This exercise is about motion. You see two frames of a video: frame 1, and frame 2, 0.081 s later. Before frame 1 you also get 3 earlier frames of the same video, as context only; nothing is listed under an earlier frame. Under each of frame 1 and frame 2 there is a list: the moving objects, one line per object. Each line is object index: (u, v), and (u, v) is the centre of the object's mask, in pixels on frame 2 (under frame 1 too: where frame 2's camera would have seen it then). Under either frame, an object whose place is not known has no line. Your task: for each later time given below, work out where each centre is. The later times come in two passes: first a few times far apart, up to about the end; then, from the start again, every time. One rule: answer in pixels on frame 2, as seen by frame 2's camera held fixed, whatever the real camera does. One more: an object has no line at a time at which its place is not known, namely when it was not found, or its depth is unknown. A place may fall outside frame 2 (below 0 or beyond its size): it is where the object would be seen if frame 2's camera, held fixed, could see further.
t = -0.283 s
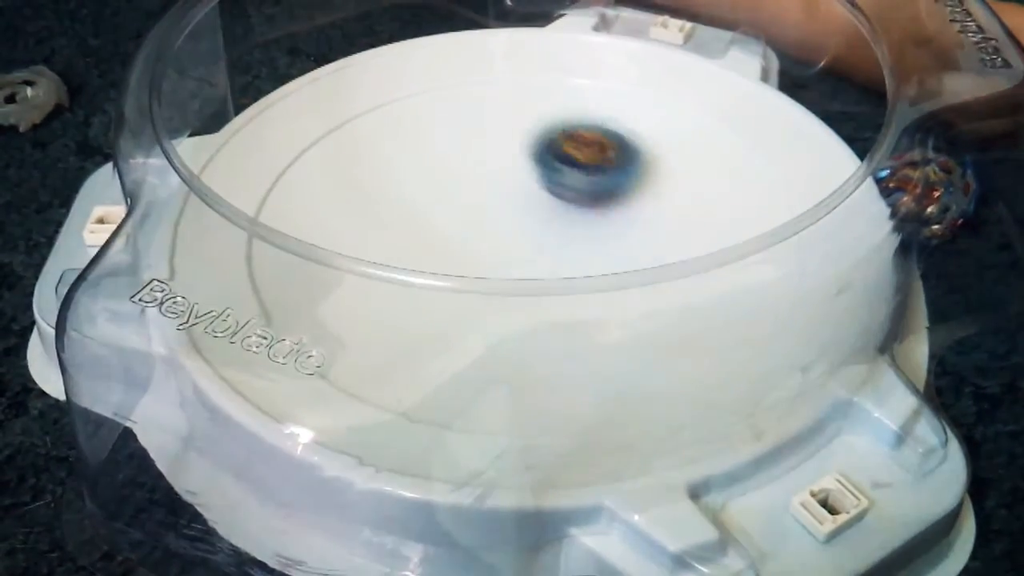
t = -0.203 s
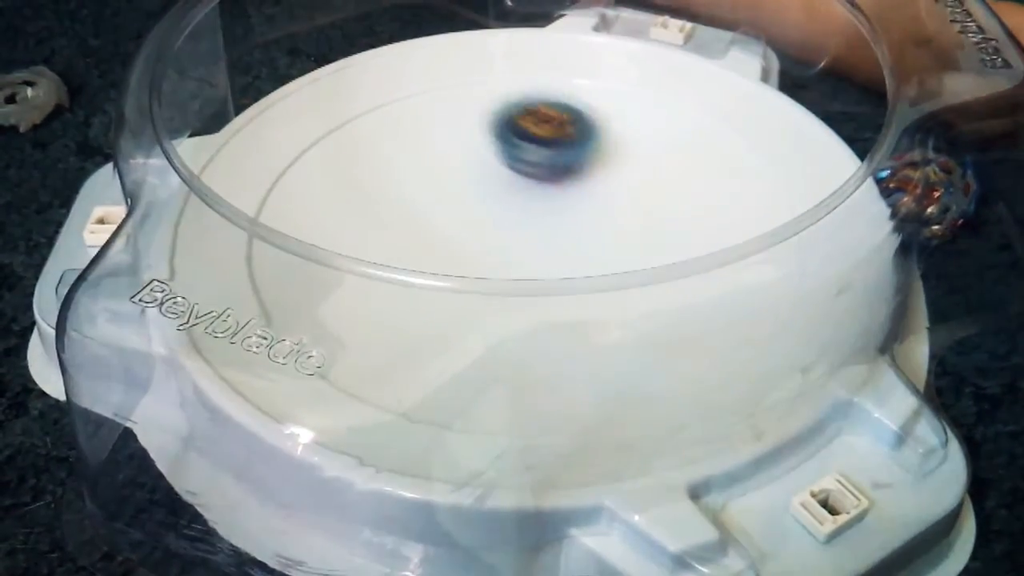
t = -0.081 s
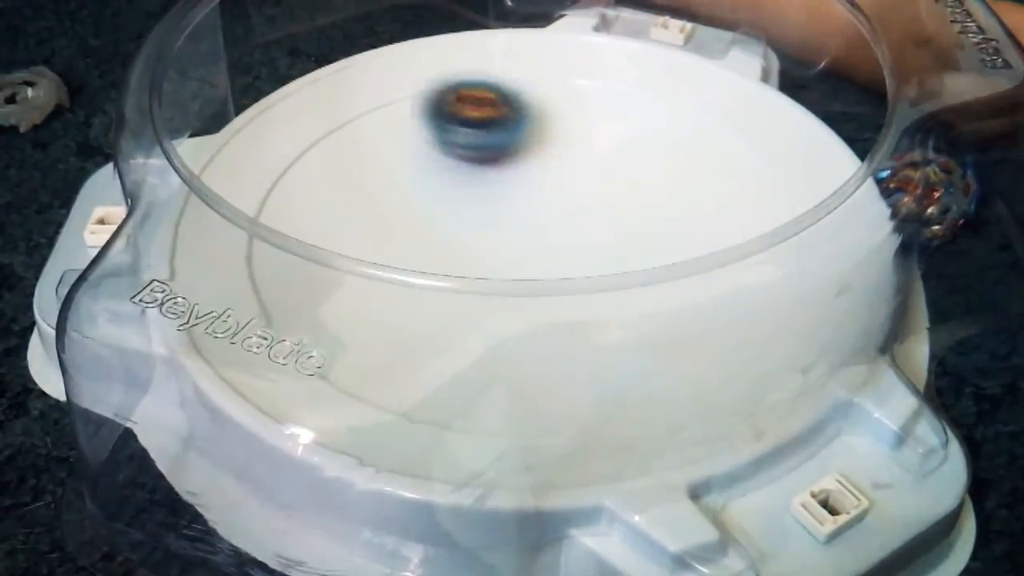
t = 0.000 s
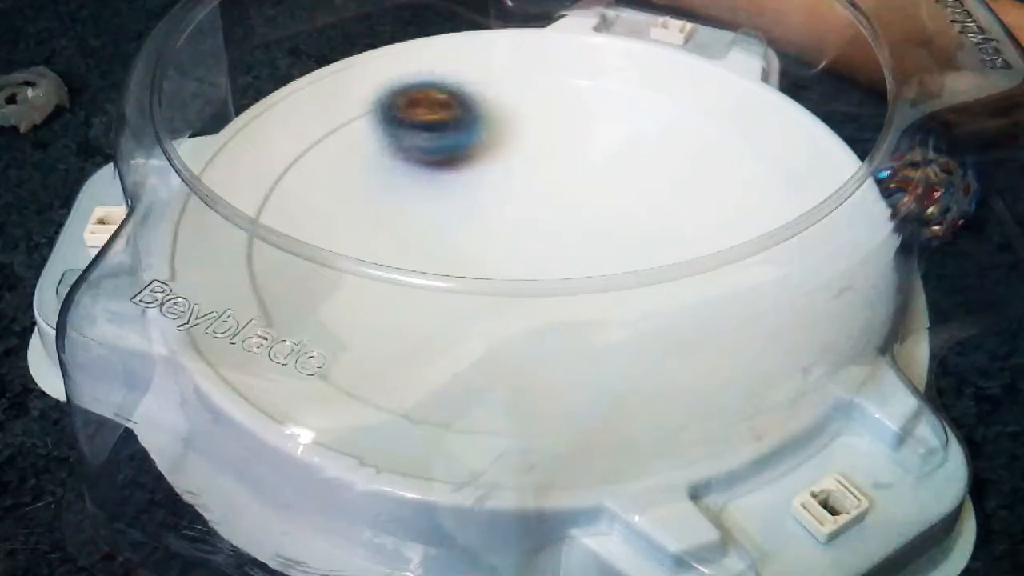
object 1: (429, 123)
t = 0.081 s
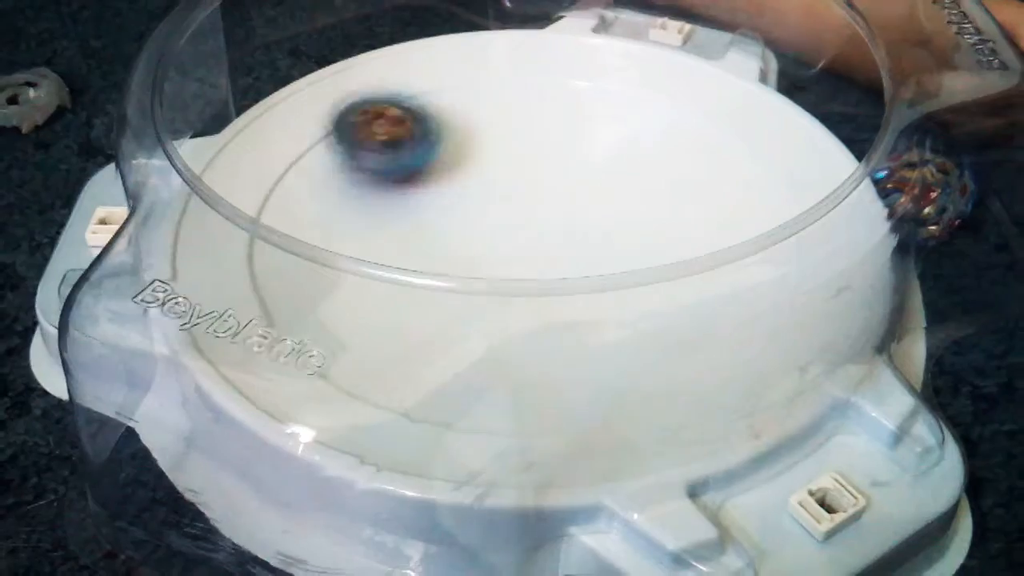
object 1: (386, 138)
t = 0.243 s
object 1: (370, 213)
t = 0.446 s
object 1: (519, 277)
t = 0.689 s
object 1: (683, 222)
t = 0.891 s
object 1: (682, 142)
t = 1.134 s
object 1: (494, 153)
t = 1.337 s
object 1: (419, 231)
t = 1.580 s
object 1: (480, 333)
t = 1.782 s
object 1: (620, 305)
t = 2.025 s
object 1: (609, 189)
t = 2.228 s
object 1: (514, 136)
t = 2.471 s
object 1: (388, 153)
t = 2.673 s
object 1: (411, 234)
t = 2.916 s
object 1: (590, 265)
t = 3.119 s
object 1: (685, 208)
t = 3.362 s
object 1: (621, 138)
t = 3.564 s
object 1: (493, 167)
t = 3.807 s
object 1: (422, 242)
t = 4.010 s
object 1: (488, 330)
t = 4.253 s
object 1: (615, 264)
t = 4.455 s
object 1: (589, 182)
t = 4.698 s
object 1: (485, 132)
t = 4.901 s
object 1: (395, 185)
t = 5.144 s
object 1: (500, 251)
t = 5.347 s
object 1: (628, 242)
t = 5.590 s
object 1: (674, 178)
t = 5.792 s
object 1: (568, 158)
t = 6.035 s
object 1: (443, 208)
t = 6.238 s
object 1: (418, 273)
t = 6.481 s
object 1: (547, 300)
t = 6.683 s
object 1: (601, 225)
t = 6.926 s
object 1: (554, 145)
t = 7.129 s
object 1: (466, 133)
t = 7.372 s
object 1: (442, 216)
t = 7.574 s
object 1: (535, 266)
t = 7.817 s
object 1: (664, 246)
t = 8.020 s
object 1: (648, 190)
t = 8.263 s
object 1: (515, 180)
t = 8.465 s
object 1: (421, 209)
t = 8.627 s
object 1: (410, 265)
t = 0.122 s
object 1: (370, 153)
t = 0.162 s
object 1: (361, 171)
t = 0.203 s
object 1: (360, 193)
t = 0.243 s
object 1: (370, 213)
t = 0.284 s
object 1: (389, 229)
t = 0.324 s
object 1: (414, 240)
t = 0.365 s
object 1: (449, 263)
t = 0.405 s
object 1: (484, 272)
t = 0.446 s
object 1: (519, 277)
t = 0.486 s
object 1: (556, 277)
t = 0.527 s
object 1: (587, 271)
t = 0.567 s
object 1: (617, 262)
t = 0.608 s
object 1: (640, 240)
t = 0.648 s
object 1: (664, 231)
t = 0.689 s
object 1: (683, 222)
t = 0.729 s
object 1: (697, 206)
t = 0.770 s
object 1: (703, 189)
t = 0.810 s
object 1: (702, 172)
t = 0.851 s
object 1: (696, 156)
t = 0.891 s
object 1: (682, 142)
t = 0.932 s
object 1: (662, 131)
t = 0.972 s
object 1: (636, 125)
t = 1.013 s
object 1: (578, 126)
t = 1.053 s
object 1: (547, 132)
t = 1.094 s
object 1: (521, 141)
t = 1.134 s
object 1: (494, 153)
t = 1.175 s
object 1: (472, 167)
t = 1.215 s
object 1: (452, 183)
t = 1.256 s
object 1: (436, 200)
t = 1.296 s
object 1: (425, 218)
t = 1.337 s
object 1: (419, 231)
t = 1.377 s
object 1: (417, 241)
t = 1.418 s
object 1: (418, 264)
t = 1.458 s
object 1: (424, 290)
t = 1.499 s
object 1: (434, 302)
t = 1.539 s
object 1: (454, 325)
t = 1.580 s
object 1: (480, 333)
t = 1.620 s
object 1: (510, 337)
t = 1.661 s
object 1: (539, 337)
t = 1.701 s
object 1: (573, 334)
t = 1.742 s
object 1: (602, 327)
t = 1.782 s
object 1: (620, 305)
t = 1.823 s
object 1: (634, 288)
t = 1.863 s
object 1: (636, 262)
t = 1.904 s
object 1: (638, 236)
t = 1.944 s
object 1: (633, 224)
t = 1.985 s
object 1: (622, 205)
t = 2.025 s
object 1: (609, 189)
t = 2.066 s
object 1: (592, 175)
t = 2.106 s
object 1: (575, 162)
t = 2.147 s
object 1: (554, 151)
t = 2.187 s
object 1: (534, 142)
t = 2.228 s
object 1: (514, 136)
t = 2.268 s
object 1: (492, 131)
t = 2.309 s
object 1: (469, 129)
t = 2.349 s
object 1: (447, 130)
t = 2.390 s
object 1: (426, 134)
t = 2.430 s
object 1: (406, 141)
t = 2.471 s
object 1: (388, 153)
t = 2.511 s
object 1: (377, 169)
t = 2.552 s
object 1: (374, 186)
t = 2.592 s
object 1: (379, 205)
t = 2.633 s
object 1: (391, 222)
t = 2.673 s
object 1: (411, 234)
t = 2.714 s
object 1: (437, 243)
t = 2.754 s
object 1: (468, 261)
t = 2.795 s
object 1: (498, 268)
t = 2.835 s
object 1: (531, 271)
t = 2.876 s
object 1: (563, 270)
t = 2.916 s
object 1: (590, 265)
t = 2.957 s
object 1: (617, 256)
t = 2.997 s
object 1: (636, 239)
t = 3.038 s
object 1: (658, 231)
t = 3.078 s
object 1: (675, 222)
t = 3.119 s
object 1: (685, 208)
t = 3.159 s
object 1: (689, 192)
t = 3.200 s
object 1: (687, 177)
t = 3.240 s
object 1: (678, 162)
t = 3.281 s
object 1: (664, 151)
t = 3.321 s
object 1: (644, 142)
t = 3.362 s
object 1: (621, 138)
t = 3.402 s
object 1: (594, 138)
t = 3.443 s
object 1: (566, 141)
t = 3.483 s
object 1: (541, 147)
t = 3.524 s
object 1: (516, 155)
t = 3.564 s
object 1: (493, 167)
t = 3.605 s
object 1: (473, 179)
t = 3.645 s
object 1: (456, 193)
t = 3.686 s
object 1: (442, 207)
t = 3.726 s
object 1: (431, 223)
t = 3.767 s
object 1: (424, 234)
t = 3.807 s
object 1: (422, 242)
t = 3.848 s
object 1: (423, 263)
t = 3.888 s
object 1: (430, 291)
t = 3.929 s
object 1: (441, 300)
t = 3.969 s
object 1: (461, 315)
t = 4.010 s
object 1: (488, 330)
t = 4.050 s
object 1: (517, 333)
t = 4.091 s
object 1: (547, 330)
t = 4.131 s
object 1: (571, 317)
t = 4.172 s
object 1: (593, 301)
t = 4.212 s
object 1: (604, 276)
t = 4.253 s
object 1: (615, 264)
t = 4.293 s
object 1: (618, 240)
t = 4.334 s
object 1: (617, 228)
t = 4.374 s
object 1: (611, 211)
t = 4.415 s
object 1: (602, 196)
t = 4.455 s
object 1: (589, 182)
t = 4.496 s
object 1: (574, 169)
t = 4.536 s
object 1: (559, 158)
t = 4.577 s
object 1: (542, 148)
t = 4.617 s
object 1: (524, 140)
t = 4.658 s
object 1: (505, 135)
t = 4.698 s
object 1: (485, 132)
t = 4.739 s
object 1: (463, 133)
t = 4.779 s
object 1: (443, 136)
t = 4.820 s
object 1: (408, 154)
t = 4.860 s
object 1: (398, 169)
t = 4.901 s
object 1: (395, 185)
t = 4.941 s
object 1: (399, 202)
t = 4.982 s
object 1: (411, 219)
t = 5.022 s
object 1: (428, 231)
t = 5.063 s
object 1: (449, 240)
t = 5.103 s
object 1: (475, 246)
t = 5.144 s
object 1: (500, 251)
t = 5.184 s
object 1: (528, 264)
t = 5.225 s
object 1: (556, 267)
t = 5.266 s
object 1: (582, 265)
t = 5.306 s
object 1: (606, 259)
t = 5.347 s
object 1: (628, 242)
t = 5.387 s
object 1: (648, 236)
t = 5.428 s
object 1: (667, 228)
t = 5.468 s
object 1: (679, 218)
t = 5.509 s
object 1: (685, 206)
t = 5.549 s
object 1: (683, 190)
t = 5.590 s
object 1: (674, 178)
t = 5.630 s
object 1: (659, 168)
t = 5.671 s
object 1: (640, 160)
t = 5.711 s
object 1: (618, 156)
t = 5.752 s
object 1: (593, 156)
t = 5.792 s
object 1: (568, 158)
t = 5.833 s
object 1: (543, 162)
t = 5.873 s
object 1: (520, 167)
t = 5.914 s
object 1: (497, 177)
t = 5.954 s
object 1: (478, 186)
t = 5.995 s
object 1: (459, 197)
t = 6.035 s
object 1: (443, 208)
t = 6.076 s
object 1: (430, 220)
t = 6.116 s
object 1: (421, 230)
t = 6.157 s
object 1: (417, 239)
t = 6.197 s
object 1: (414, 254)
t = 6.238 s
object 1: (418, 273)
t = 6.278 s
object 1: (427, 291)
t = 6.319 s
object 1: (443, 300)
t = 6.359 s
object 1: (469, 310)
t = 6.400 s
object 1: (497, 314)
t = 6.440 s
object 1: (524, 309)
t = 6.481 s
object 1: (547, 300)
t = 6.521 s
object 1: (566, 280)
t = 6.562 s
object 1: (580, 271)
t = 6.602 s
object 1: (590, 246)
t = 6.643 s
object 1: (598, 238)
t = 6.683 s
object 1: (601, 225)
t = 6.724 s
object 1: (600, 210)
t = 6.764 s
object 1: (595, 195)
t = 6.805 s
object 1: (587, 181)
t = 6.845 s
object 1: (579, 168)
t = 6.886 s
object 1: (568, 156)
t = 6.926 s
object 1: (554, 145)
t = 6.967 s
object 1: (539, 137)
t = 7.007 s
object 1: (523, 130)
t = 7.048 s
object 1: (505, 128)
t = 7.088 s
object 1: (485, 128)
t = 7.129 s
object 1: (466, 133)
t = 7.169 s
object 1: (449, 142)
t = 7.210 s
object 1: (437, 154)
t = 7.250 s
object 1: (429, 168)
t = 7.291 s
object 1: (428, 185)
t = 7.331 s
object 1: (433, 200)
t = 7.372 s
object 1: (442, 216)
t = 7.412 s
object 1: (456, 230)
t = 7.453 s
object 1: (472, 239)
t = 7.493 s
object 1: (492, 246)
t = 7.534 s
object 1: (512, 250)
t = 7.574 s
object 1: (535, 266)
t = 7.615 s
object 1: (559, 270)
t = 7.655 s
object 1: (581, 272)
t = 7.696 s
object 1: (604, 271)
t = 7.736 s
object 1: (627, 266)
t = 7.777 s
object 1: (646, 258)
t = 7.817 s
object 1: (664, 246)
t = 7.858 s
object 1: (673, 229)
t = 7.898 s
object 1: (679, 222)
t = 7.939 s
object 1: (675, 211)
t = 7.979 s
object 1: (664, 199)
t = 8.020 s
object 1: (648, 190)
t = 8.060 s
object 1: (628, 183)
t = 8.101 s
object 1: (607, 179)
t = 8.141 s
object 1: (584, 177)
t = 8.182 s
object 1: (561, 176)
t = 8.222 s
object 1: (538, 177)
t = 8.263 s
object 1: (515, 180)
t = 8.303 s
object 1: (495, 184)
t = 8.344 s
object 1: (474, 189)
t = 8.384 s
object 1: (453, 194)
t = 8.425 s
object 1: (435, 202)
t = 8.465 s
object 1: (421, 209)
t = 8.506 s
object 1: (408, 220)
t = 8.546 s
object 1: (401, 228)
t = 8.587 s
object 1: (398, 236)
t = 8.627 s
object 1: (410, 265)
